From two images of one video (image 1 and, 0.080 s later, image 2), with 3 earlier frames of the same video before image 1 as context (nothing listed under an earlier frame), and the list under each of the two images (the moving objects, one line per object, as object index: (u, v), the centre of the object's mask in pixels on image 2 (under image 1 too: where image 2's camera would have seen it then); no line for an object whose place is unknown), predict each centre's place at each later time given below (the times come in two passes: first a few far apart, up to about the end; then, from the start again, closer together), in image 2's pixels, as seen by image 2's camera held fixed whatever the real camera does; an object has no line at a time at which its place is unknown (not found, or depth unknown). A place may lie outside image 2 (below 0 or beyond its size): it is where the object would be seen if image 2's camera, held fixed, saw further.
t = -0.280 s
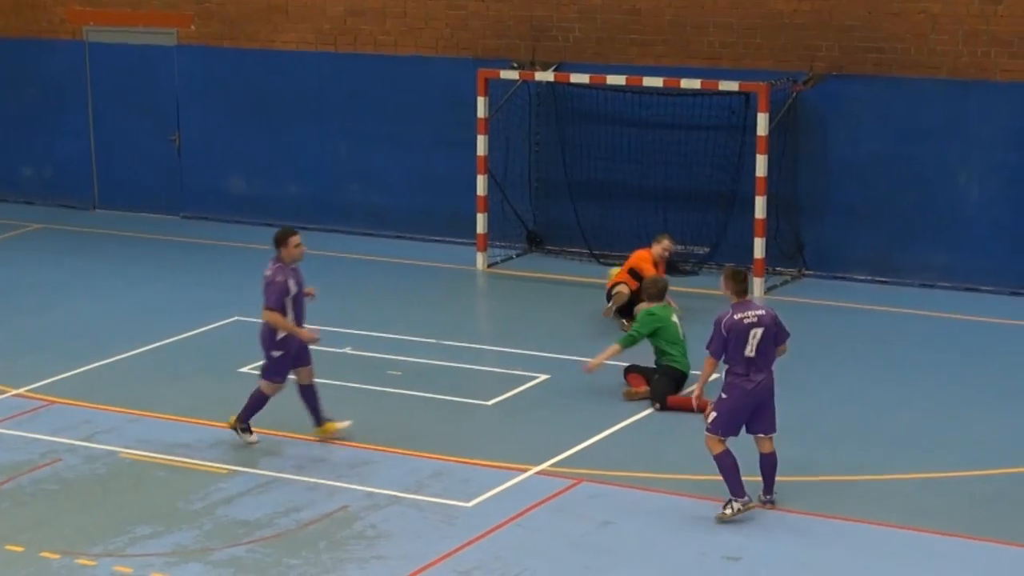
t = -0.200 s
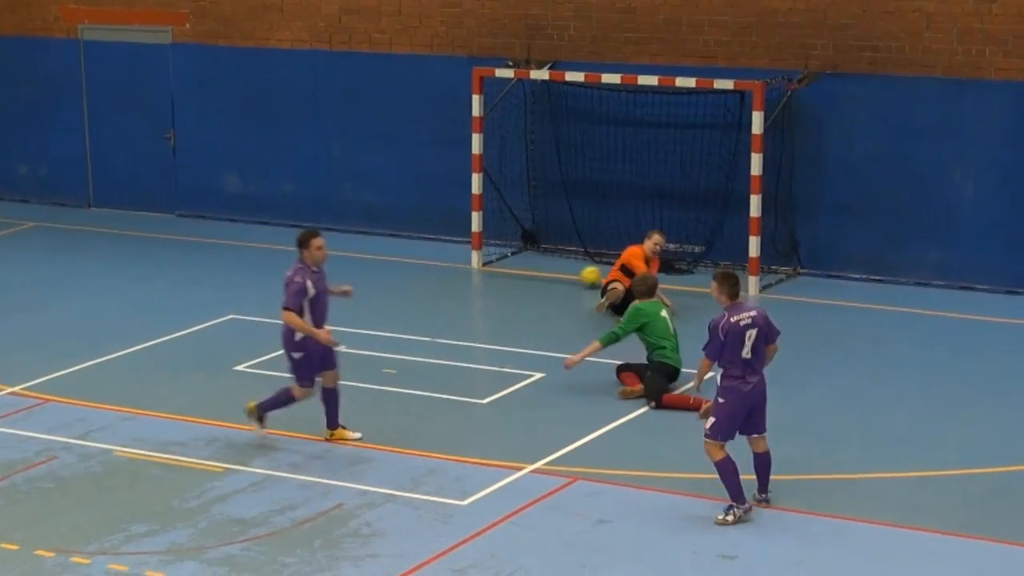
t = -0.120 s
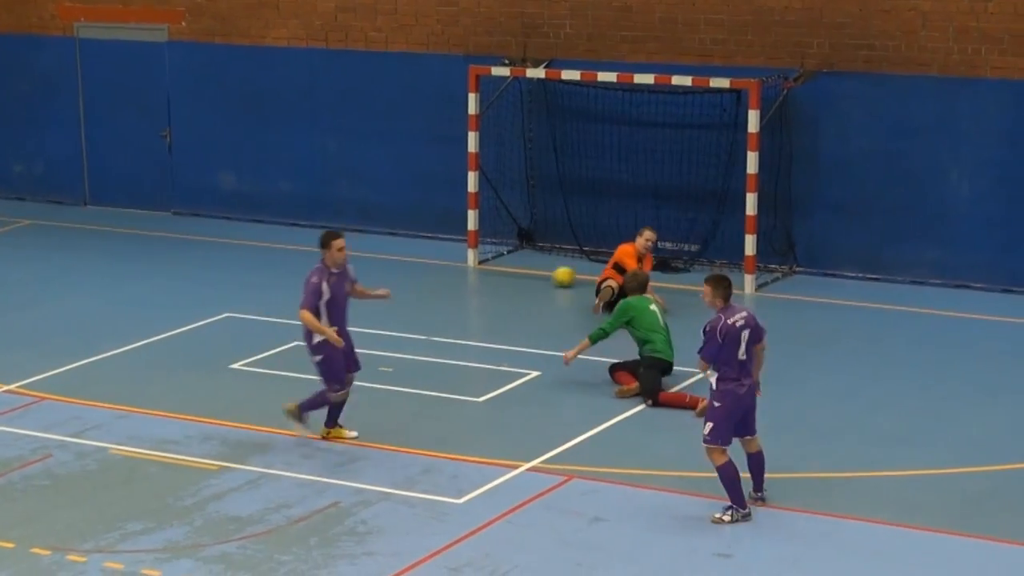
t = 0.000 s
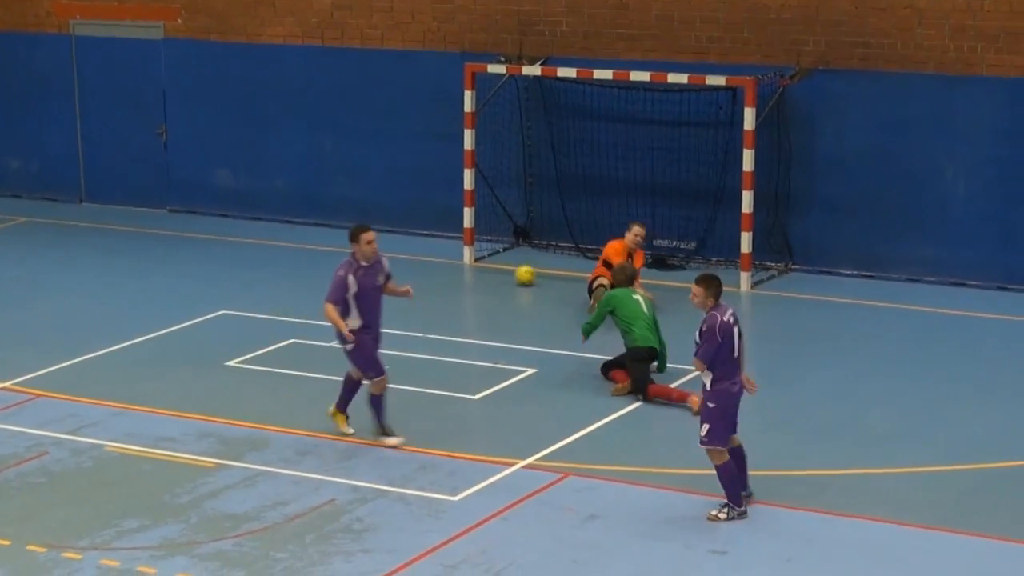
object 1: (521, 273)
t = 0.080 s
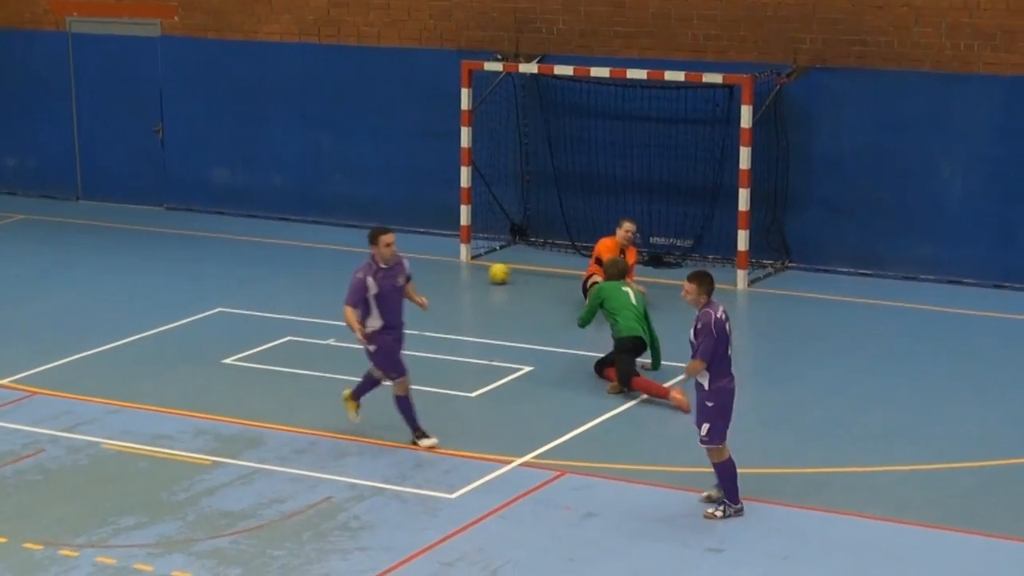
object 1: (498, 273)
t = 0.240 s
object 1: (456, 274)
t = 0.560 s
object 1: (362, 273)
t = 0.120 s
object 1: (487, 274)
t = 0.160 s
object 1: (475, 274)
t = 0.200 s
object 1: (465, 274)
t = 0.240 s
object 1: (456, 274)
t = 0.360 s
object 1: (422, 274)
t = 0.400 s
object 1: (410, 275)
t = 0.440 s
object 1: (399, 276)
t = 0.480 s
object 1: (387, 276)
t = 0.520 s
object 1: (376, 275)
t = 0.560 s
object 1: (362, 273)
